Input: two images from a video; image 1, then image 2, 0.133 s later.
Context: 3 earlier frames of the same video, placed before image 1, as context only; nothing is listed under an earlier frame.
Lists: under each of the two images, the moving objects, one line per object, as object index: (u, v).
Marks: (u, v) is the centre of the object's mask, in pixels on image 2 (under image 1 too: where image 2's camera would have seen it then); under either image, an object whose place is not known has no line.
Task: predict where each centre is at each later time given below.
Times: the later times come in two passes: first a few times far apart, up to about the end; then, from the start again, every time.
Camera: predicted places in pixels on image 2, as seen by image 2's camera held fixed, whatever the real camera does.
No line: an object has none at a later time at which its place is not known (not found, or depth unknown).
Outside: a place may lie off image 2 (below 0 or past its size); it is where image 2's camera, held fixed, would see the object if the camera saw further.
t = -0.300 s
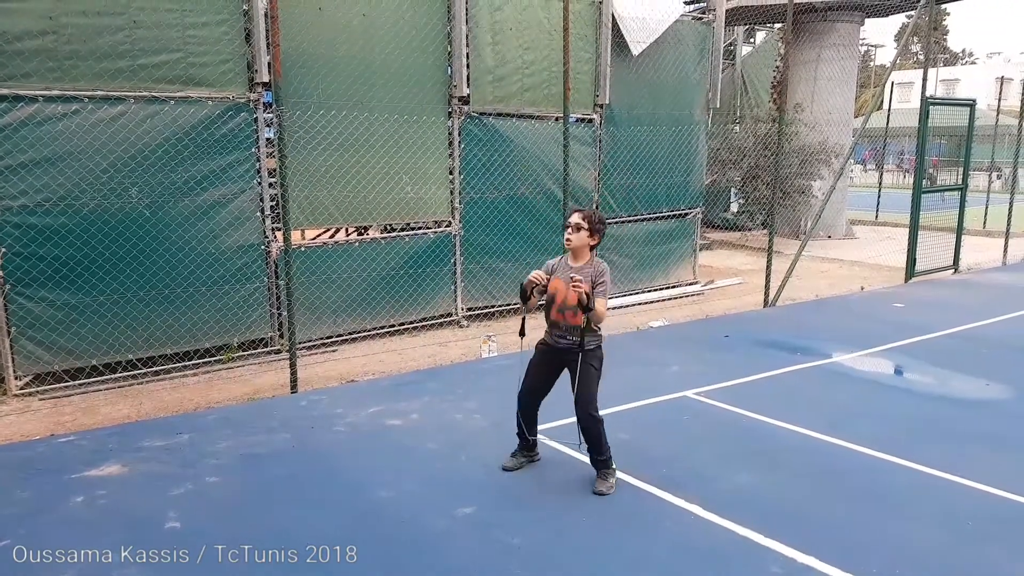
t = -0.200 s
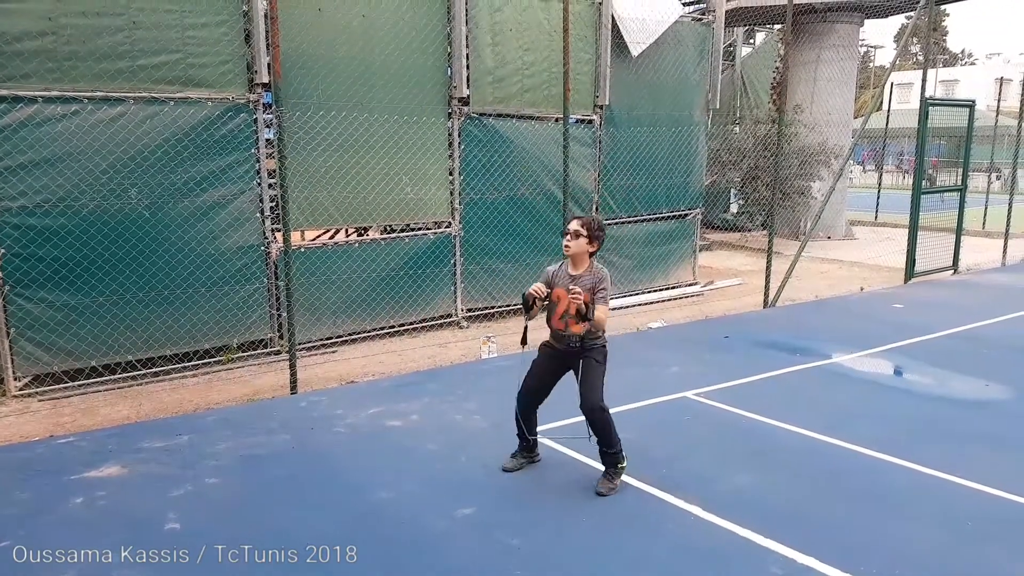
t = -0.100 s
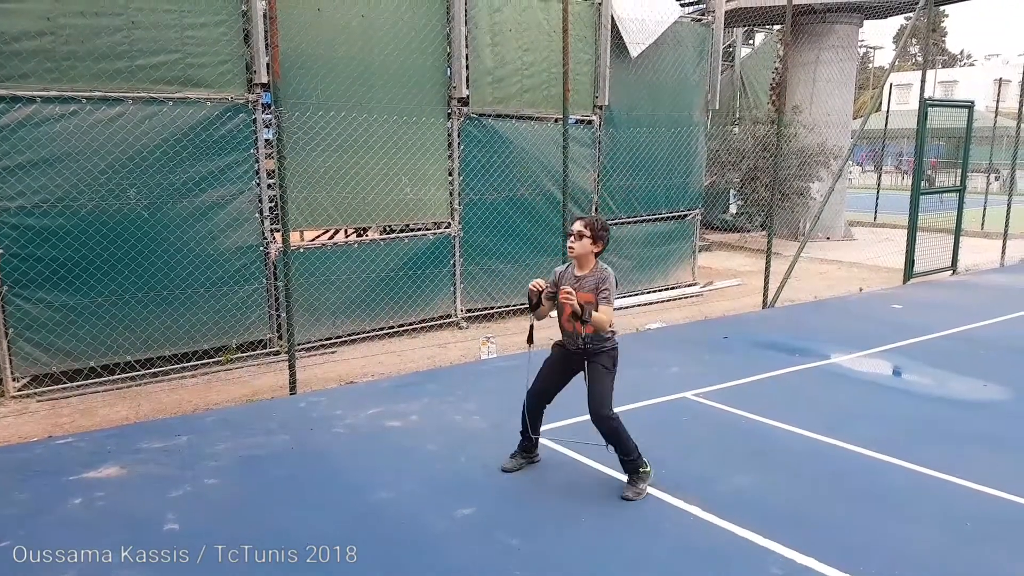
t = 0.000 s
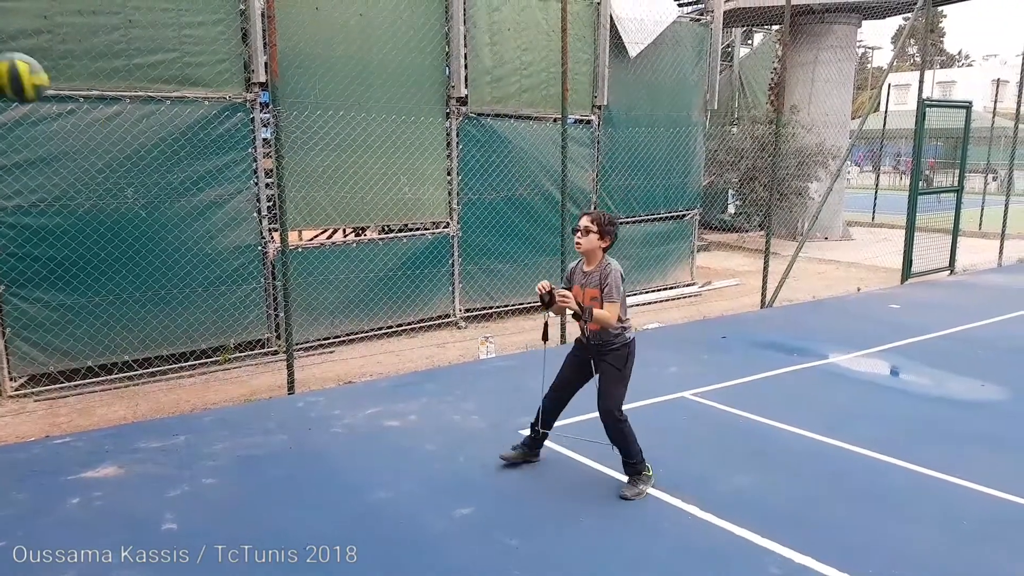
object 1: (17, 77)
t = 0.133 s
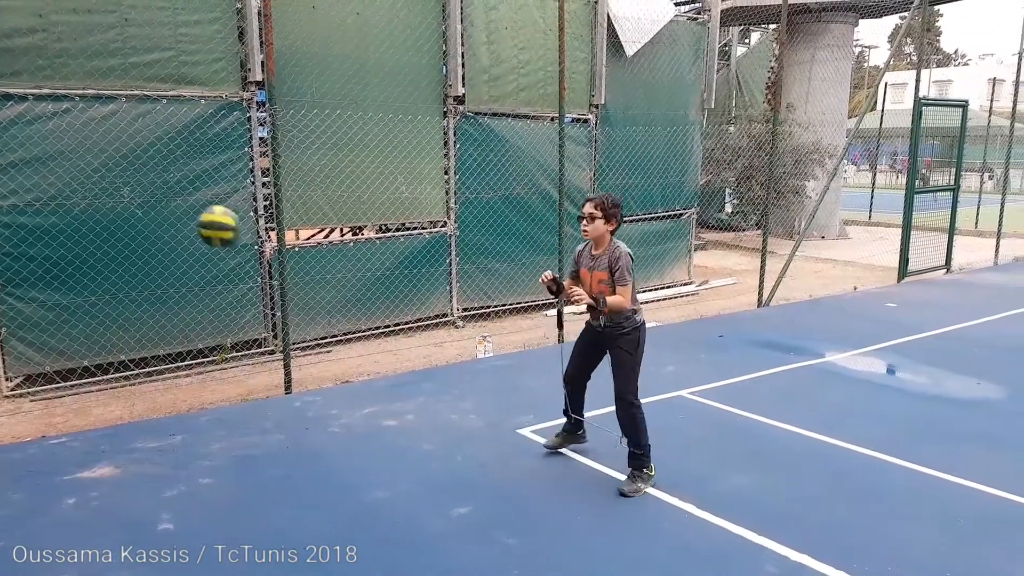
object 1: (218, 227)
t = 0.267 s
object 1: (362, 380)
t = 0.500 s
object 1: (497, 390)
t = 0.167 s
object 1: (261, 265)
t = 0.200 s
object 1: (298, 304)
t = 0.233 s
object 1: (332, 342)
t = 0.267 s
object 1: (362, 380)
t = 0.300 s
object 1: (390, 416)
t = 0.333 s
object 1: (416, 453)
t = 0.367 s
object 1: (440, 491)
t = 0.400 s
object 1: (458, 492)
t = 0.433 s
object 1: (471, 455)
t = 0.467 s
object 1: (485, 420)
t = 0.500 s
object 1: (497, 390)
